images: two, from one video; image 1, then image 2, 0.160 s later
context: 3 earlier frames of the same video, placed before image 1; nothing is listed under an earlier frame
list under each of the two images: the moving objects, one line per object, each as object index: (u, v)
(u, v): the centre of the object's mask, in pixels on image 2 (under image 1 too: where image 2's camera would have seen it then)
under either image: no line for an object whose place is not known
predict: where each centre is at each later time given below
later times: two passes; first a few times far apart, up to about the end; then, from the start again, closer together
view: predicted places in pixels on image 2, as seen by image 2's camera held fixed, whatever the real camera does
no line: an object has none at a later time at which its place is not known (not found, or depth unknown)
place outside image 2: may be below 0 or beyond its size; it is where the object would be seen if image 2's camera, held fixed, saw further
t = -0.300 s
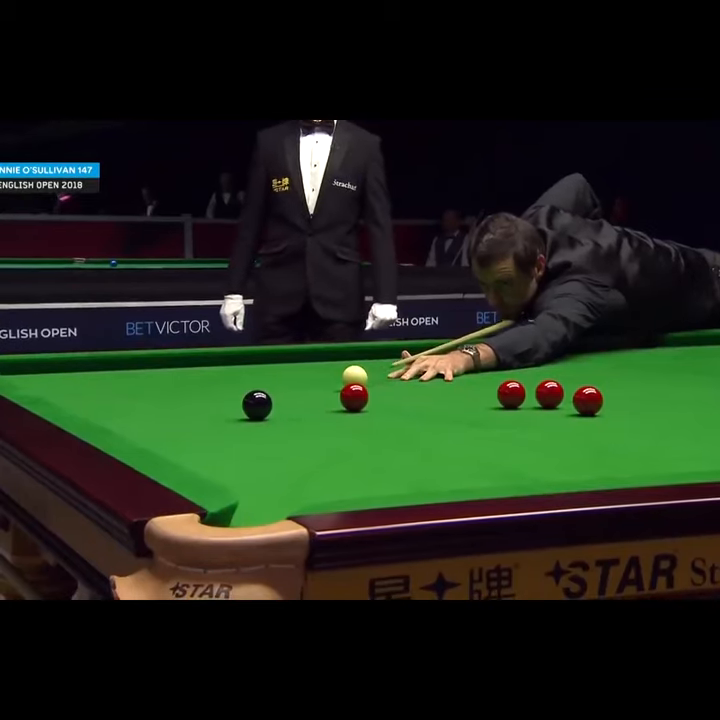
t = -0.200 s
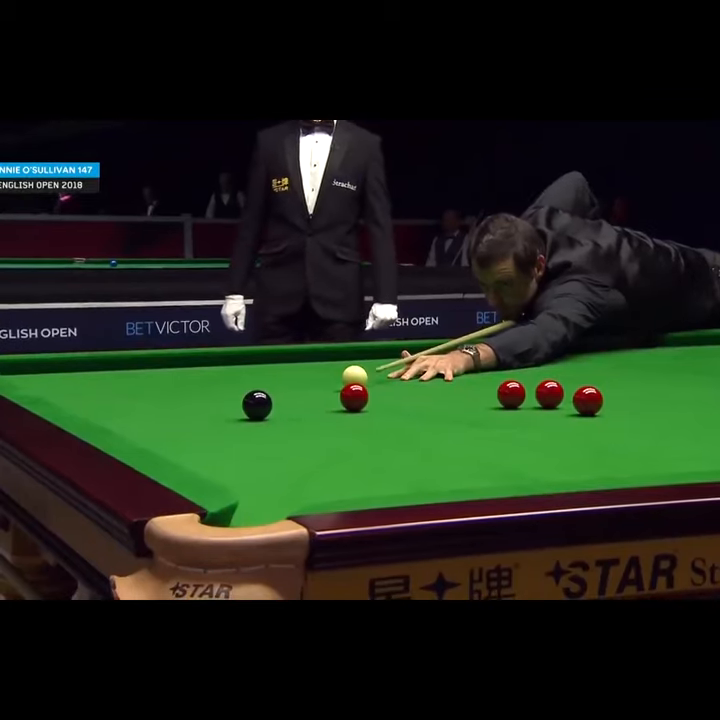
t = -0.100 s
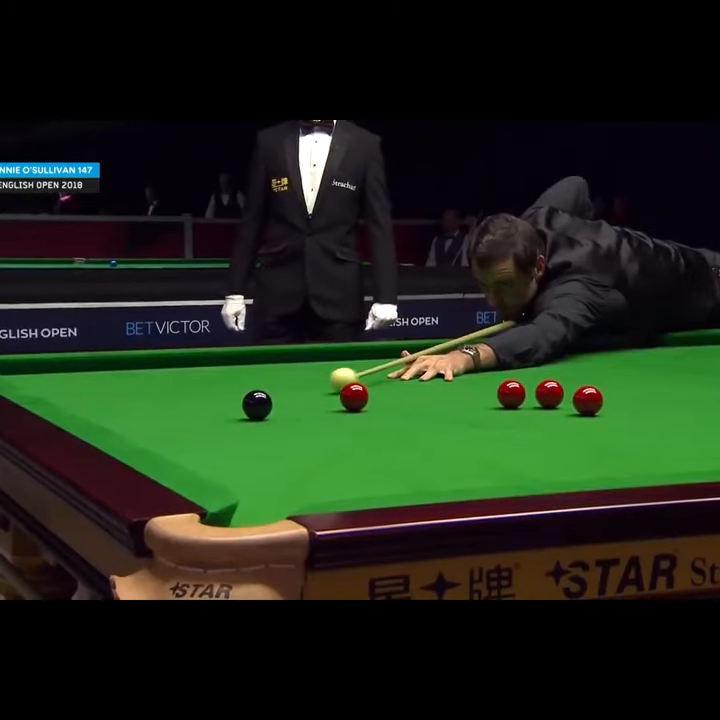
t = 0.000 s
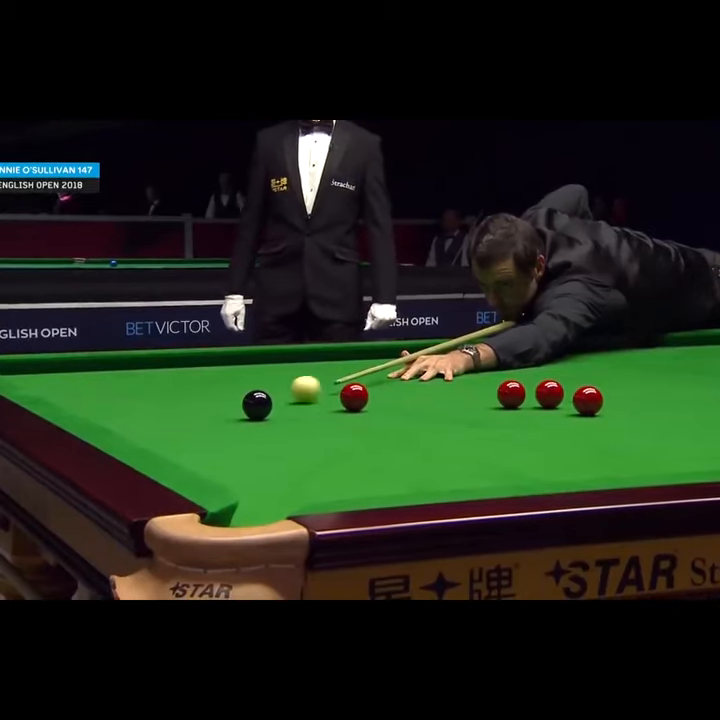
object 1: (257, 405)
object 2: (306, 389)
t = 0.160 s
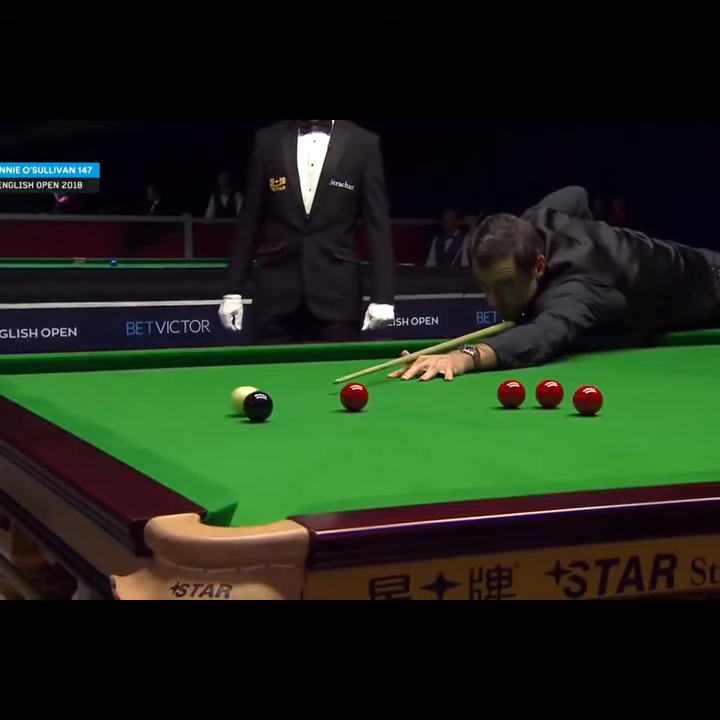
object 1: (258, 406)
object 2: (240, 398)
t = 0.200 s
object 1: (259, 409)
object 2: (230, 401)
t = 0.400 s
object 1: (262, 421)
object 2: (150, 406)
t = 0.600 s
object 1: (266, 434)
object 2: (85, 405)
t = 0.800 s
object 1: (269, 448)
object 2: (136, 406)
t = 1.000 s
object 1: (274, 463)
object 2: (181, 402)
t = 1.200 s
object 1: (278, 480)
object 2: (221, 398)
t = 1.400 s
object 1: (282, 496)
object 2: (259, 395)
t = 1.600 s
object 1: (275, 508)
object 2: (294, 392)
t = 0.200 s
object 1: (259, 409)
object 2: (230, 401)
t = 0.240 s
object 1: (259, 412)
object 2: (215, 402)
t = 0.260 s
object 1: (260, 413)
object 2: (207, 402)
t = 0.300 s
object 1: (261, 415)
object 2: (191, 403)
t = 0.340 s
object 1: (261, 418)
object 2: (175, 404)
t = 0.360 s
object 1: (262, 419)
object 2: (166, 405)
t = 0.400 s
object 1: (262, 421)
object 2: (150, 406)
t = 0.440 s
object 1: (263, 424)
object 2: (133, 407)
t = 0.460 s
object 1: (263, 425)
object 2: (125, 407)
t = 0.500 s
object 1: (264, 427)
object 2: (109, 408)
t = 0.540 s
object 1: (265, 430)
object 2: (93, 406)
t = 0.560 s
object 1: (265, 431)
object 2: (85, 405)
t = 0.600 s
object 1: (266, 434)
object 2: (85, 405)
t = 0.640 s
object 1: (266, 436)
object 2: (97, 407)
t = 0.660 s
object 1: (267, 438)
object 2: (102, 408)
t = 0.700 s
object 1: (267, 440)
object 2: (112, 408)
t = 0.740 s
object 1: (268, 443)
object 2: (122, 407)
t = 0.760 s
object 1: (269, 445)
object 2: (126, 406)
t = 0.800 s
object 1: (269, 448)
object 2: (136, 406)
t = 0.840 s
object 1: (270, 450)
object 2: (145, 405)
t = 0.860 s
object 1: (270, 452)
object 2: (150, 404)
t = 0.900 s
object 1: (271, 455)
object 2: (159, 404)
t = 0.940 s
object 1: (272, 458)
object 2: (167, 403)
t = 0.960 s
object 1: (273, 460)
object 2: (172, 402)
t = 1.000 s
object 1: (274, 463)
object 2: (181, 402)
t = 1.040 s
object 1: (274, 466)
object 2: (189, 401)
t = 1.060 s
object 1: (275, 468)
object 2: (193, 401)
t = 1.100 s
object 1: (276, 471)
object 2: (202, 400)
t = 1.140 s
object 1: (277, 475)
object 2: (210, 399)
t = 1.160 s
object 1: (277, 476)
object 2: (214, 399)
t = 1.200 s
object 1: (278, 480)
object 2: (221, 398)
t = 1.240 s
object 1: (279, 483)
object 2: (229, 397)
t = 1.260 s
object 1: (279, 485)
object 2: (233, 397)
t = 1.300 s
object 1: (280, 489)
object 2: (241, 397)
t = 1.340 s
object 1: (281, 492)
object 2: (248, 396)
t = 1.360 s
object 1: (281, 494)
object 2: (252, 396)
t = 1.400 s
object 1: (282, 496)
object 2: (259, 395)
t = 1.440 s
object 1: (282, 498)
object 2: (267, 394)
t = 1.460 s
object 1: (283, 499)
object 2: (270, 394)
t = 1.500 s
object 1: (283, 502)
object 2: (277, 393)
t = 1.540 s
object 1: (283, 504)
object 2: (284, 393)
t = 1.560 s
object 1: (283, 504)
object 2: (287, 393)
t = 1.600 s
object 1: (275, 508)
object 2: (294, 392)
